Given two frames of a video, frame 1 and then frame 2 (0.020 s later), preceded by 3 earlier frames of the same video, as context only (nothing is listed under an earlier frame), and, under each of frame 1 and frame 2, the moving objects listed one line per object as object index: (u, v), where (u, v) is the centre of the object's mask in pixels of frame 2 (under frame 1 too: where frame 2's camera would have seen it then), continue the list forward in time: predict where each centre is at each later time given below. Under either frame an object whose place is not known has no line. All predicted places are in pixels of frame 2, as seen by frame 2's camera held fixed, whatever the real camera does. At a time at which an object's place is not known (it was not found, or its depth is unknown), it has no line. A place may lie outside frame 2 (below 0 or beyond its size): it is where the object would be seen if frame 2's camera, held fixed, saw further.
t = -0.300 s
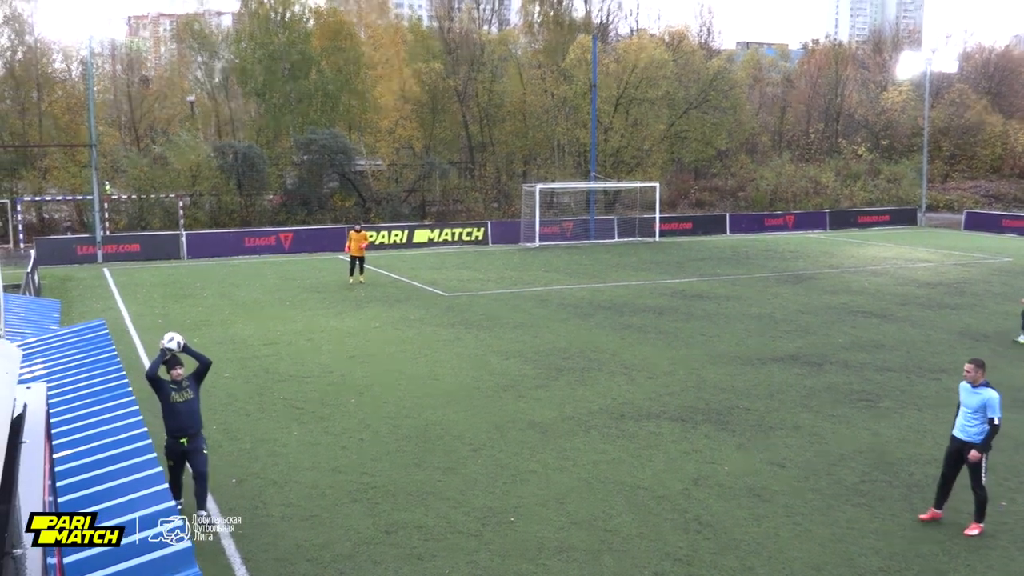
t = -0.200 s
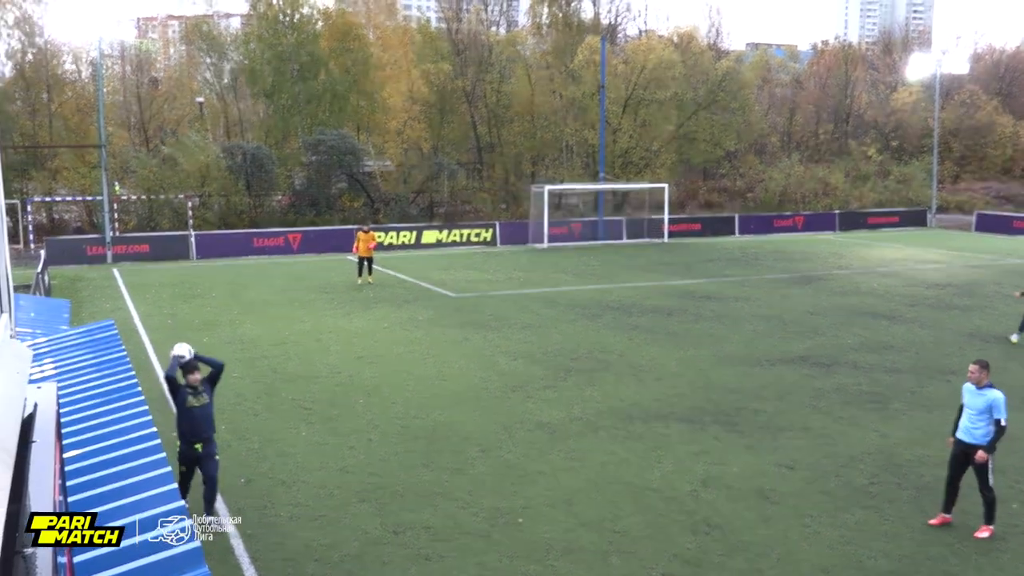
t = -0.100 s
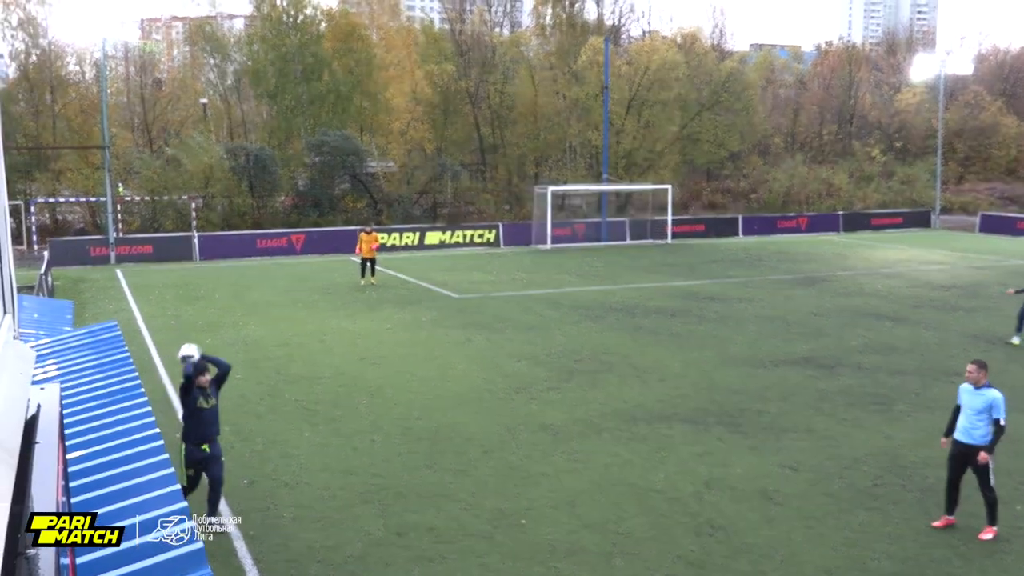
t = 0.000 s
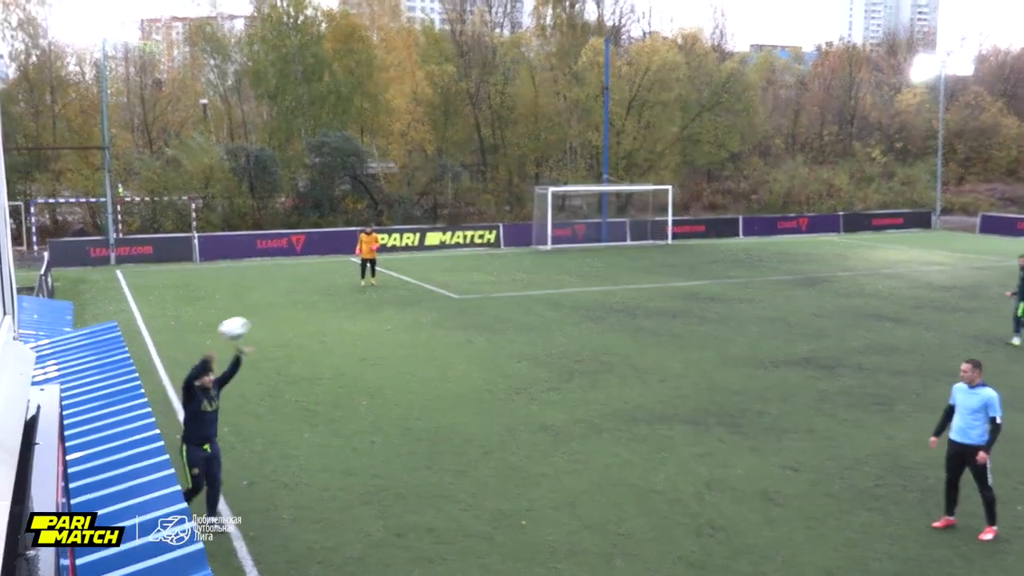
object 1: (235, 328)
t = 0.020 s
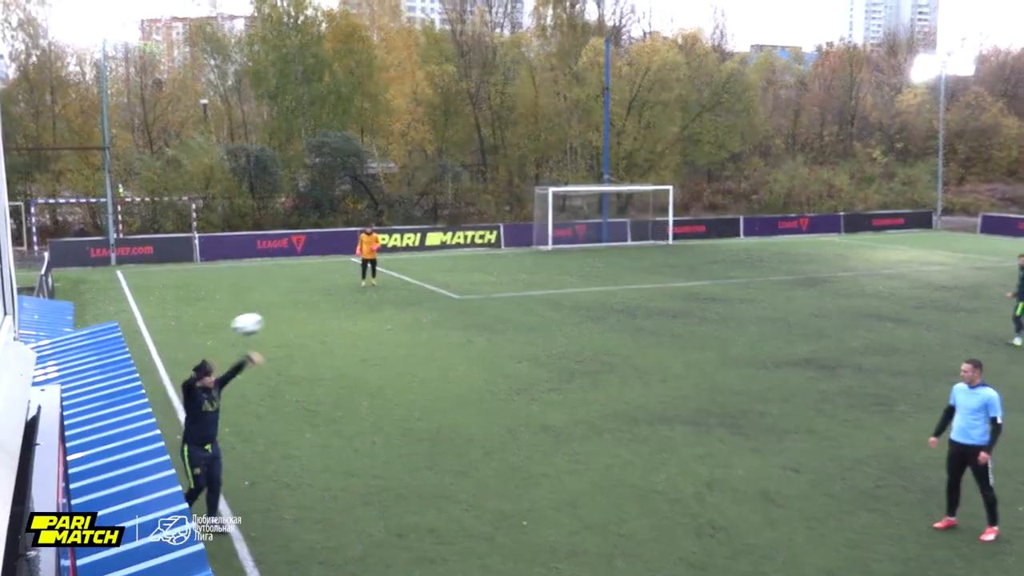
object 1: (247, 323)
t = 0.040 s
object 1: (261, 319)
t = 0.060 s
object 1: (273, 315)
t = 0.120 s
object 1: (316, 307)
